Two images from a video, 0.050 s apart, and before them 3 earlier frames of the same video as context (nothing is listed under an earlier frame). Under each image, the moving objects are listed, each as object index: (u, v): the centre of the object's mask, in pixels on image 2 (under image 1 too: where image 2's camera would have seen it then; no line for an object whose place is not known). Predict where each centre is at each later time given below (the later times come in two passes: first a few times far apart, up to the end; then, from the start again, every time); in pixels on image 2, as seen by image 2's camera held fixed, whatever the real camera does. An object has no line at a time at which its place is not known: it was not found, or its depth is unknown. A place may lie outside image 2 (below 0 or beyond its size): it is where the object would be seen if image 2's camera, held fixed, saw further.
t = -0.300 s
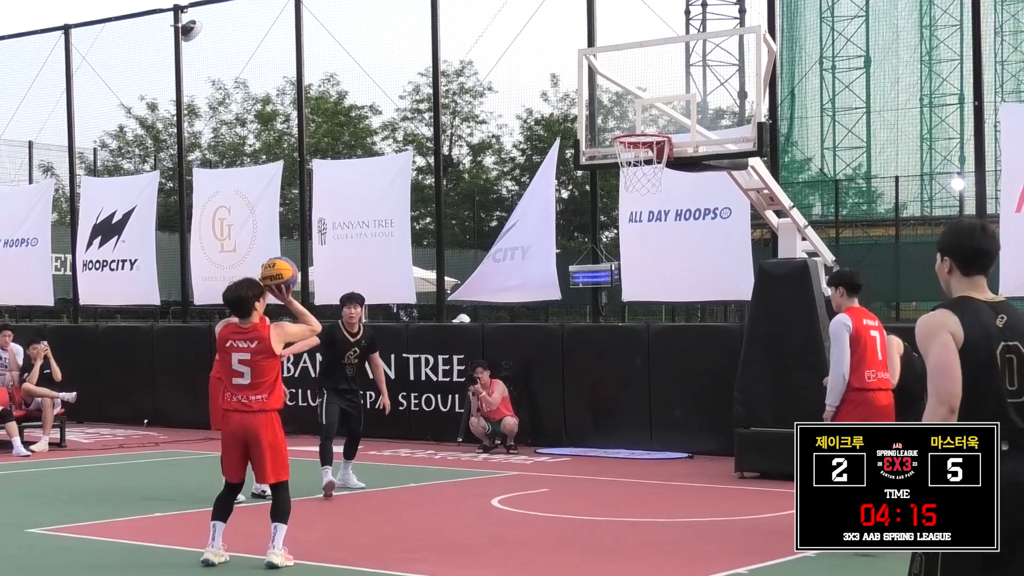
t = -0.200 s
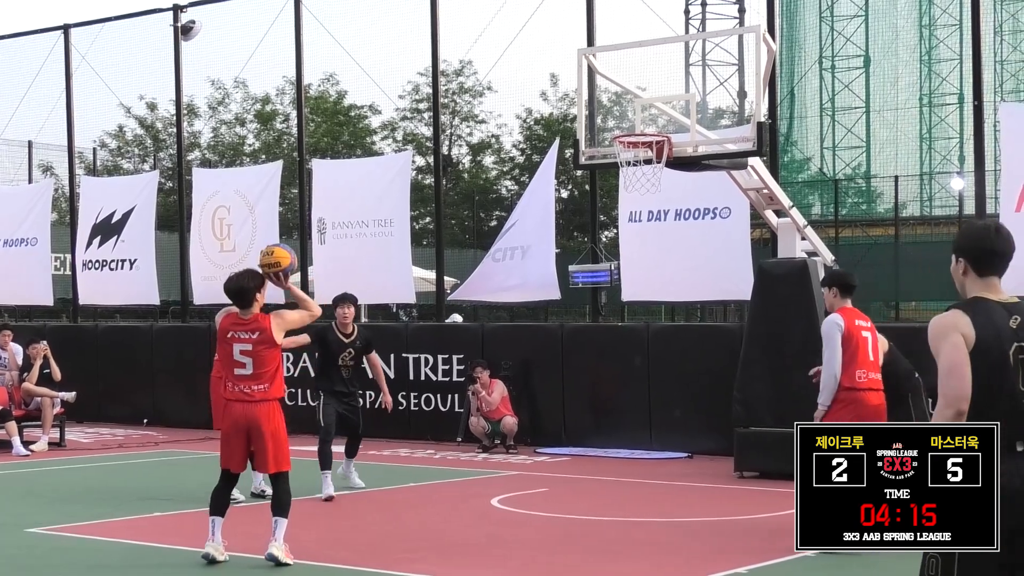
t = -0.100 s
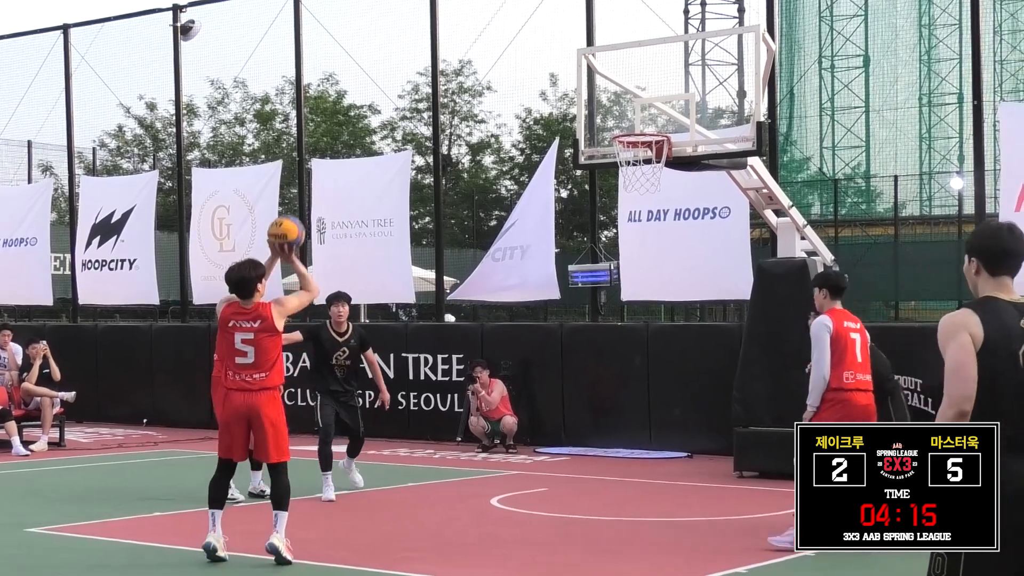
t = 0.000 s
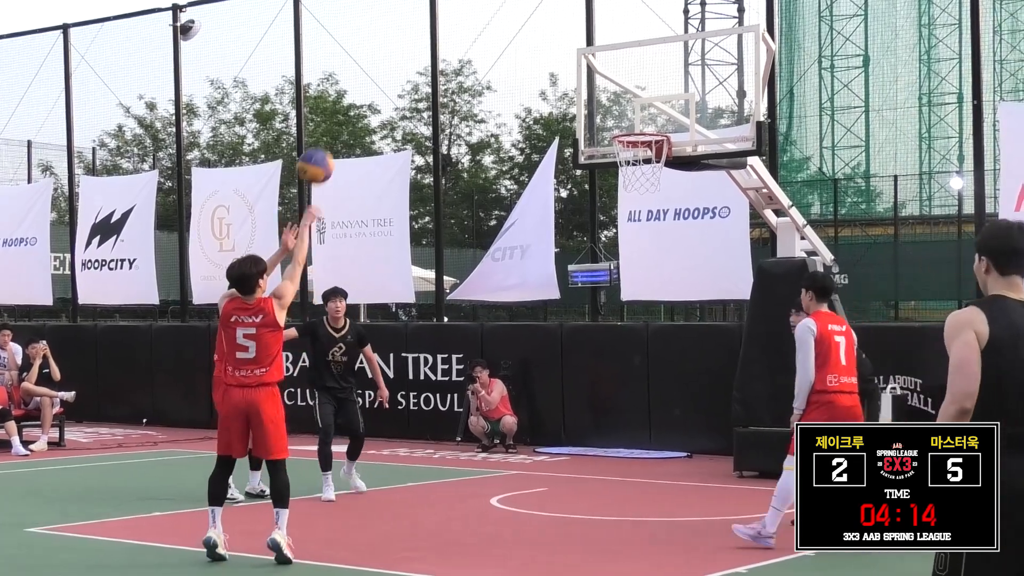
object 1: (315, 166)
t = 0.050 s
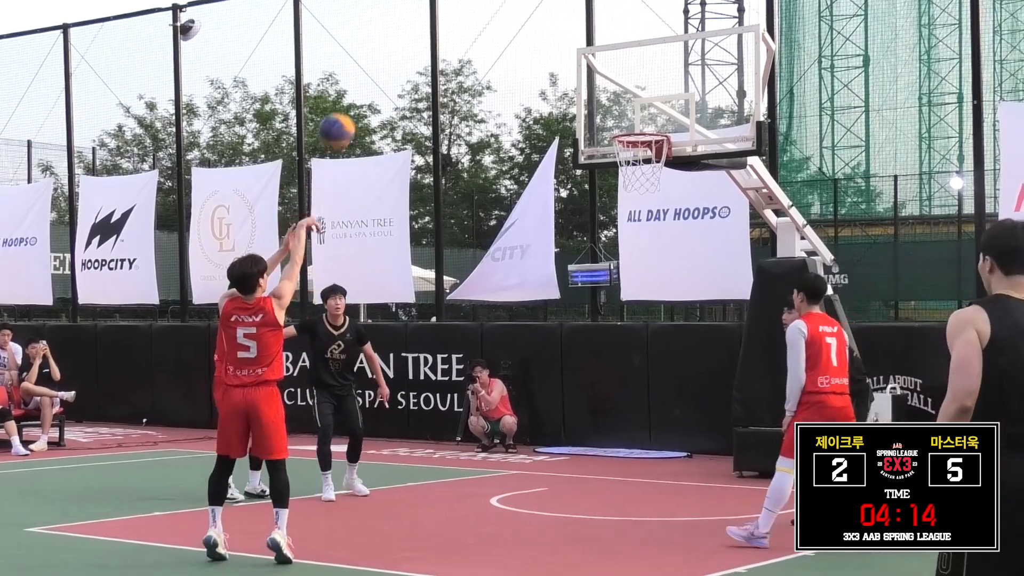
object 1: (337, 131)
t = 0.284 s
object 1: (425, 25)
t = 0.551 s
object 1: (512, 9)
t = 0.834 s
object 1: (591, 78)
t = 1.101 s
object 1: (644, 118)
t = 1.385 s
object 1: (632, 134)
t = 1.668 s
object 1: (667, 187)
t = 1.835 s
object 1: (684, 231)
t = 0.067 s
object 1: (343, 120)
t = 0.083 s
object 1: (350, 110)
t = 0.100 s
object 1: (356, 101)
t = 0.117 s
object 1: (363, 92)
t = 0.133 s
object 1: (370, 82)
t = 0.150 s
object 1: (376, 74)
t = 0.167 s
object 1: (383, 66)
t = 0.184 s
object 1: (389, 59)
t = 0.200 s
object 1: (395, 52)
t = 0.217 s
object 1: (401, 46)
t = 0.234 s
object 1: (407, 40)
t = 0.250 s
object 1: (413, 35)
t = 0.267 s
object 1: (420, 30)
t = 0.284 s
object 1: (425, 25)
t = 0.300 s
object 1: (431, 21)
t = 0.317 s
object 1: (437, 17)
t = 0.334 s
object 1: (443, 14)
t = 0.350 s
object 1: (448, 12)
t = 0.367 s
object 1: (454, 11)
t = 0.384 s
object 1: (460, 10)
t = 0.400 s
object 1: (465, 9)
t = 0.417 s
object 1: (471, 8)
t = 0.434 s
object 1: (476, 8)
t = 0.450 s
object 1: (482, 8)
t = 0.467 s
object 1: (487, 7)
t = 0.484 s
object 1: (492, 7)
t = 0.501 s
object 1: (497, 7)
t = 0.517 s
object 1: (502, 8)
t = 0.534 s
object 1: (507, 8)
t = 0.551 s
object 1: (512, 9)
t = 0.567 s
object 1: (517, 10)
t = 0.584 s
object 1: (522, 11)
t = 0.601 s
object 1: (527, 12)
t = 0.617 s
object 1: (532, 14)
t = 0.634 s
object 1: (537, 16)
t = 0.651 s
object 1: (541, 20)
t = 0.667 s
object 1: (546, 24)
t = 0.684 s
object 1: (551, 28)
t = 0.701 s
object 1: (555, 32)
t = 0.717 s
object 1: (560, 37)
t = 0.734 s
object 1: (564, 42)
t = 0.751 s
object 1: (569, 47)
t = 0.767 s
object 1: (573, 53)
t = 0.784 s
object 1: (577, 59)
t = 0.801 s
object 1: (582, 65)
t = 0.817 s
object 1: (587, 70)
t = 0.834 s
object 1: (591, 78)
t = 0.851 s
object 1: (595, 84)
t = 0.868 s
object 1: (600, 92)
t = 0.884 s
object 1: (604, 99)
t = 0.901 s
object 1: (609, 107)
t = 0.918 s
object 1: (612, 115)
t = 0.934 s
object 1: (616, 122)
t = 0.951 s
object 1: (619, 122)
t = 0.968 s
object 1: (622, 121)
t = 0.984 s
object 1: (625, 120)
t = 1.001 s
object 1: (627, 118)
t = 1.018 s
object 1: (630, 117)
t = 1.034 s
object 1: (633, 117)
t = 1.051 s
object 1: (636, 116)
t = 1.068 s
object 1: (638, 117)
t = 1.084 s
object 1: (641, 117)
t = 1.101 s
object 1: (644, 118)
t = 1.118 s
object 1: (646, 118)
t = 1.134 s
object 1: (650, 120)
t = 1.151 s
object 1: (652, 121)
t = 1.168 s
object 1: (651, 120)
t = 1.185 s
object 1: (650, 120)
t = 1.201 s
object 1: (648, 119)
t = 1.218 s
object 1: (646, 119)
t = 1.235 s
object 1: (645, 119)
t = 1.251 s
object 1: (643, 120)
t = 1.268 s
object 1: (642, 120)
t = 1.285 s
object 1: (640, 122)
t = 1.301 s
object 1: (639, 123)
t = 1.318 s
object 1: (637, 124)
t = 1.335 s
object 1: (635, 125)
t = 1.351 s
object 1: (633, 127)
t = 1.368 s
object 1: (632, 128)
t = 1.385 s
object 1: (632, 134)
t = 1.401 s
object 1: (632, 138)
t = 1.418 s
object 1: (635, 142)
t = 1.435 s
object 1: (637, 145)
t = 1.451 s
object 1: (639, 148)
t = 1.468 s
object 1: (642, 150)
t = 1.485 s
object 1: (646, 154)
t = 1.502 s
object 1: (648, 159)
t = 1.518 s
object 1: (650, 164)
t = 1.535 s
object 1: (653, 169)
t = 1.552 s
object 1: (655, 173)
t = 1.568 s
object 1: (657, 176)
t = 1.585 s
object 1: (659, 177)
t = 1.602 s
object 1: (661, 178)
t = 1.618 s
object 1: (662, 180)
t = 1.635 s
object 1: (664, 182)
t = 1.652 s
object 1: (666, 185)
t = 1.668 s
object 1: (667, 187)
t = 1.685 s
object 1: (669, 190)
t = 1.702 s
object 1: (670, 194)
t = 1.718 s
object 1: (672, 197)
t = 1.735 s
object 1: (673, 201)
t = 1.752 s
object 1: (675, 205)
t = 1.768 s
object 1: (677, 210)
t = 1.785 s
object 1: (679, 215)
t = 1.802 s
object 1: (680, 220)
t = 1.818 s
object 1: (682, 225)
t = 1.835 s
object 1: (684, 231)
